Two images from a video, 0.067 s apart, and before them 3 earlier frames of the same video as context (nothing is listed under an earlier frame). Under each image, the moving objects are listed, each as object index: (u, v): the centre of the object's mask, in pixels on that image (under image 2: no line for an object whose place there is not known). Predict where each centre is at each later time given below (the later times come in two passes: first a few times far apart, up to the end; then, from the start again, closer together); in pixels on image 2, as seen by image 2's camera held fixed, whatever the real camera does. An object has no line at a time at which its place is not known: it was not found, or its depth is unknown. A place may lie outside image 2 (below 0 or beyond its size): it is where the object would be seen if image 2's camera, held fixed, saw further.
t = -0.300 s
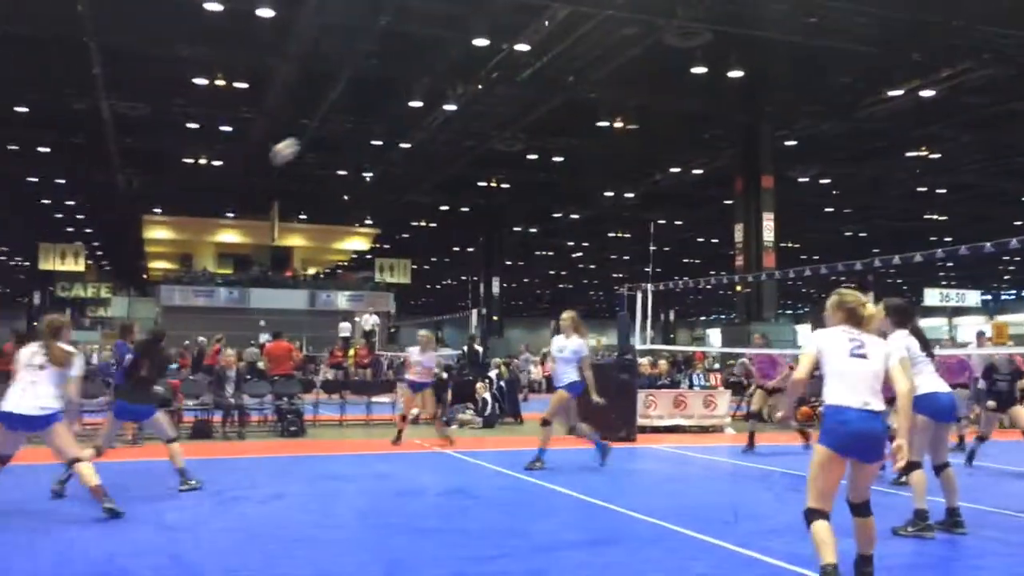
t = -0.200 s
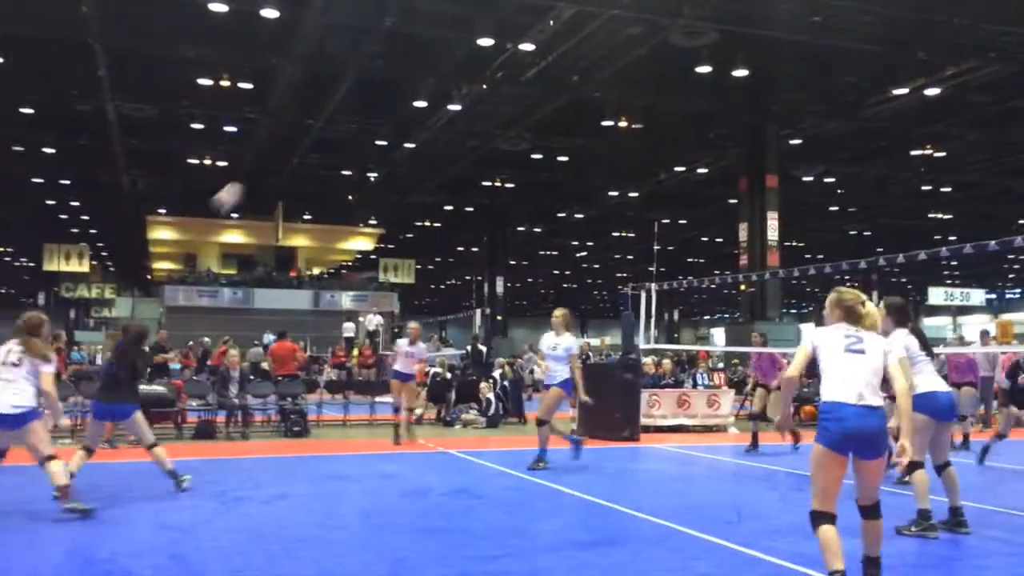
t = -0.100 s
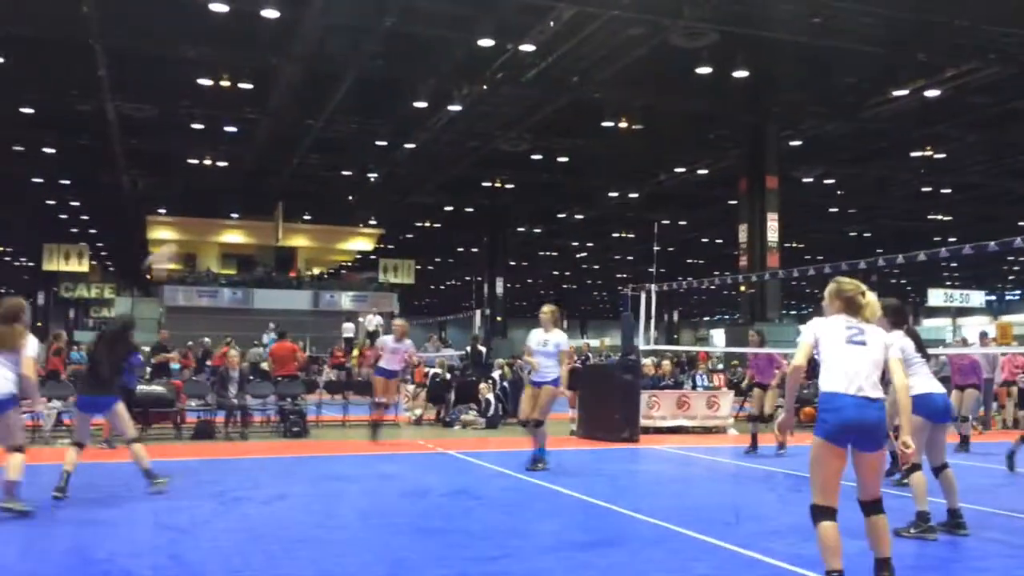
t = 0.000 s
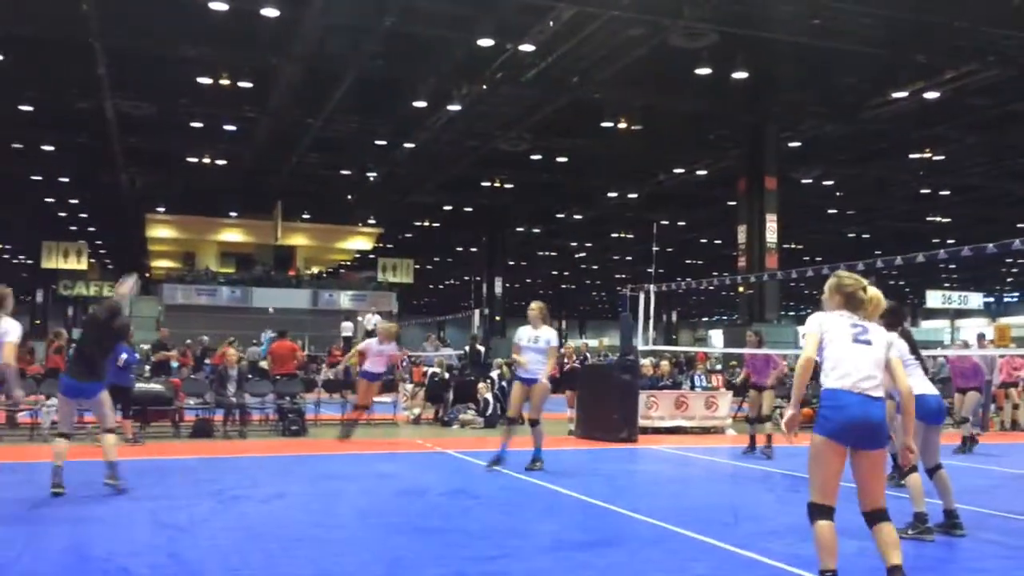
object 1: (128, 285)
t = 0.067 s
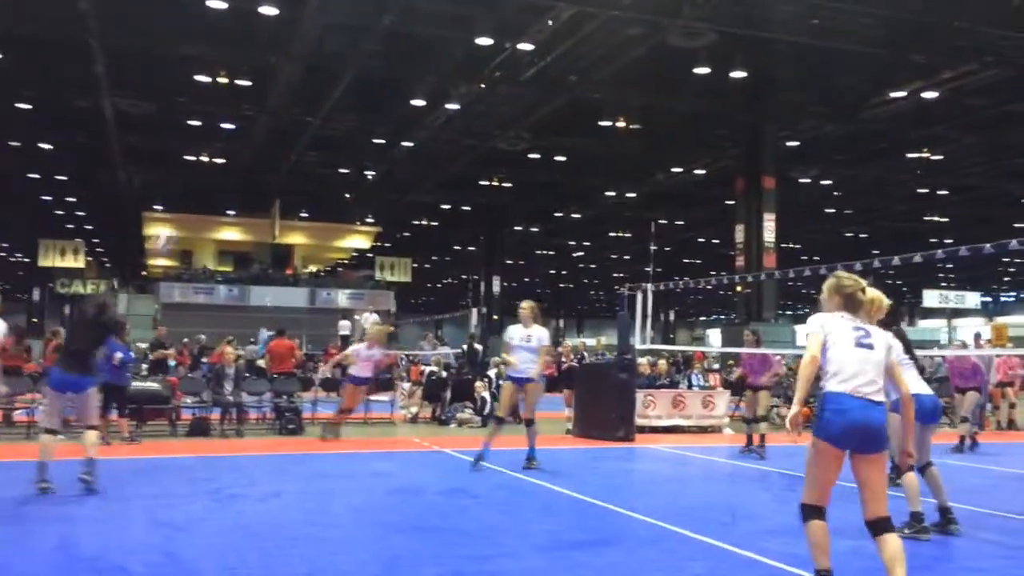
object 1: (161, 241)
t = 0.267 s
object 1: (275, 128)
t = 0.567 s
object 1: (438, 37)
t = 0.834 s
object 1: (576, 35)
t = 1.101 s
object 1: (715, 113)
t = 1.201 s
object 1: (766, 162)
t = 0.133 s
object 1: (200, 199)
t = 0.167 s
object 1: (219, 180)
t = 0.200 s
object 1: (238, 162)
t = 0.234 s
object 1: (256, 145)
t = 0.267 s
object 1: (275, 128)
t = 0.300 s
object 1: (293, 113)
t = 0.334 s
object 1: (311, 100)
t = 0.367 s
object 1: (330, 87)
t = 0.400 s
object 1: (349, 76)
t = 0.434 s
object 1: (367, 66)
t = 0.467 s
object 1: (384, 57)
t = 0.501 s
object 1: (402, 49)
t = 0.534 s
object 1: (419, 42)
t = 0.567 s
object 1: (438, 37)
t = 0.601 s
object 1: (456, 33)
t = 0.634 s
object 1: (472, 30)
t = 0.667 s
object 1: (489, 27)
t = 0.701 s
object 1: (505, 27)
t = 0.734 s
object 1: (523, 28)
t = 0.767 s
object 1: (541, 29)
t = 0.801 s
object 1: (558, 31)
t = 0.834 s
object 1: (576, 35)
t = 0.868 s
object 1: (593, 40)
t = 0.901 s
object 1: (611, 46)
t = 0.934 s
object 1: (629, 54)
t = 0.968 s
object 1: (645, 64)
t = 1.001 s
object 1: (663, 74)
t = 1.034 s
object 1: (680, 85)
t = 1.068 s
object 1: (698, 99)
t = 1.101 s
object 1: (715, 113)
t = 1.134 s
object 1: (732, 128)
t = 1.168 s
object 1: (749, 145)
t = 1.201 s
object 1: (766, 162)
